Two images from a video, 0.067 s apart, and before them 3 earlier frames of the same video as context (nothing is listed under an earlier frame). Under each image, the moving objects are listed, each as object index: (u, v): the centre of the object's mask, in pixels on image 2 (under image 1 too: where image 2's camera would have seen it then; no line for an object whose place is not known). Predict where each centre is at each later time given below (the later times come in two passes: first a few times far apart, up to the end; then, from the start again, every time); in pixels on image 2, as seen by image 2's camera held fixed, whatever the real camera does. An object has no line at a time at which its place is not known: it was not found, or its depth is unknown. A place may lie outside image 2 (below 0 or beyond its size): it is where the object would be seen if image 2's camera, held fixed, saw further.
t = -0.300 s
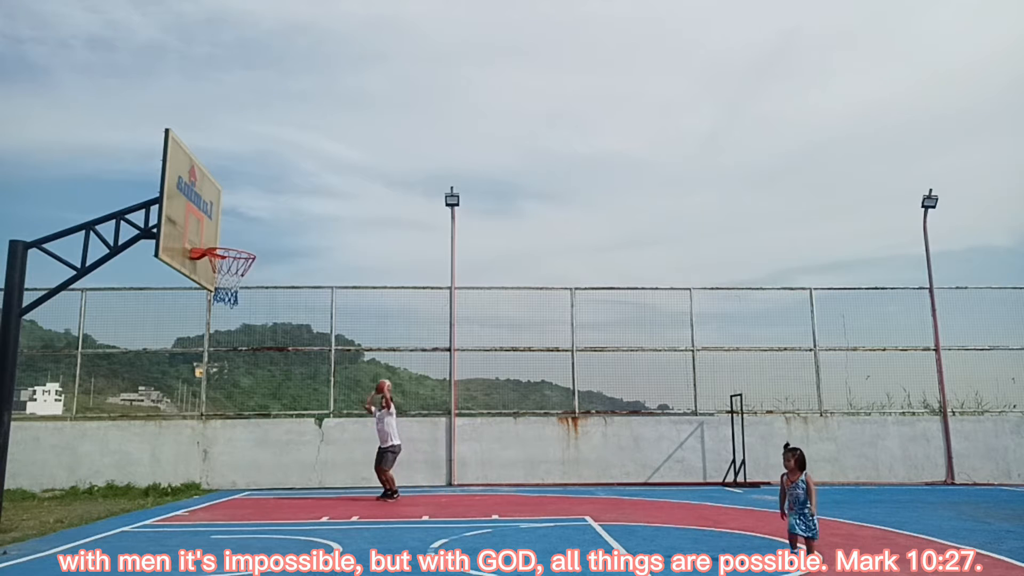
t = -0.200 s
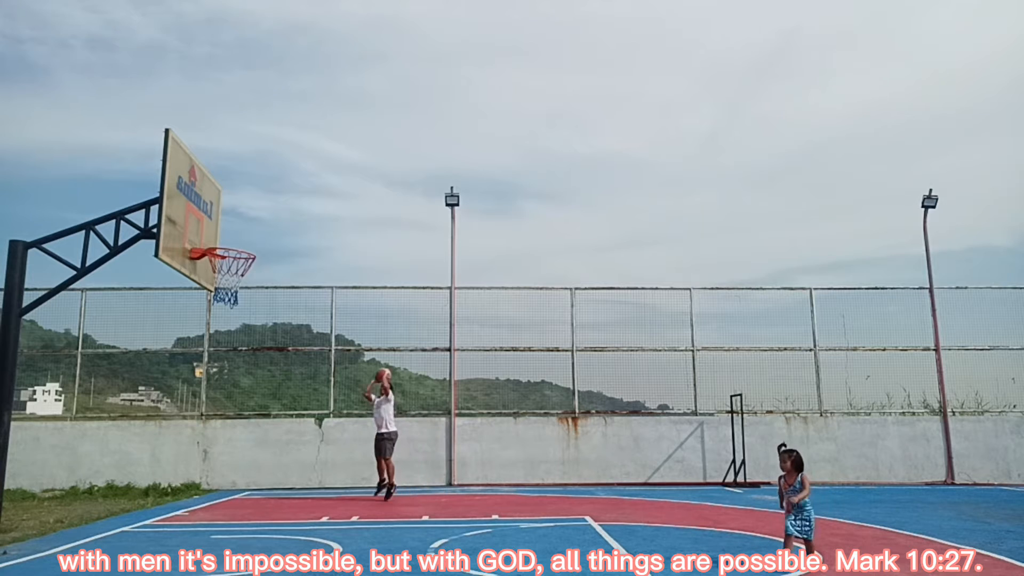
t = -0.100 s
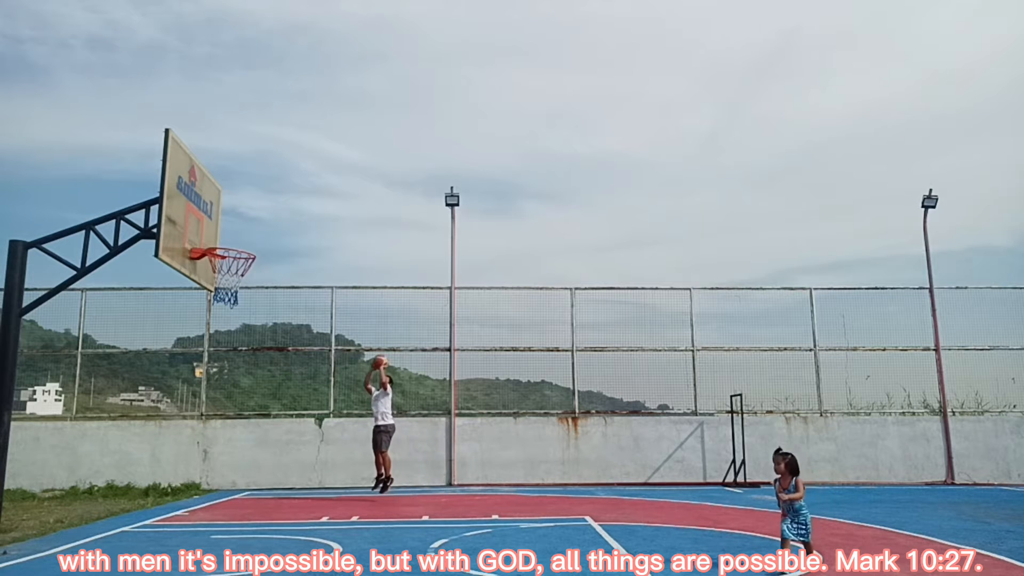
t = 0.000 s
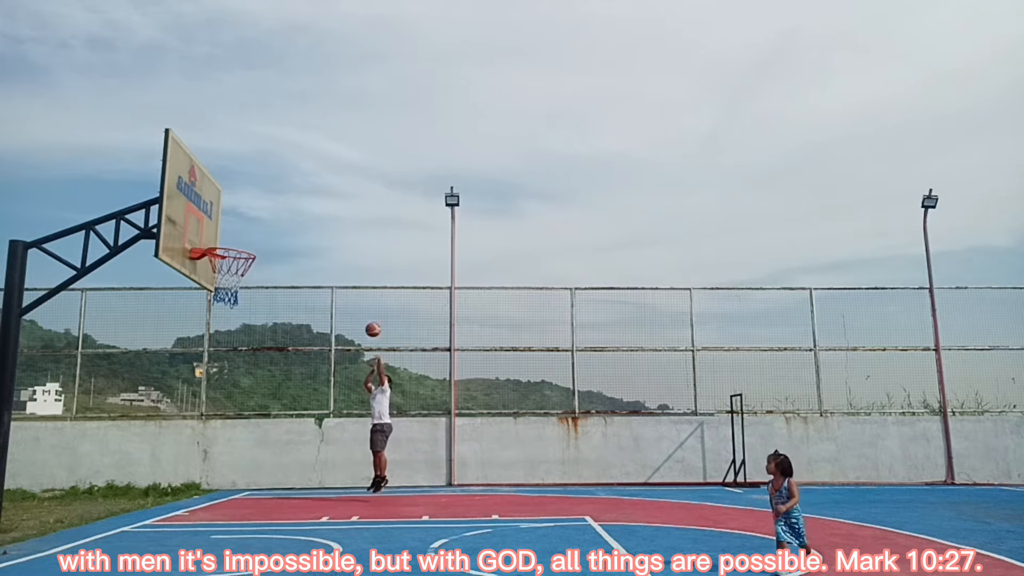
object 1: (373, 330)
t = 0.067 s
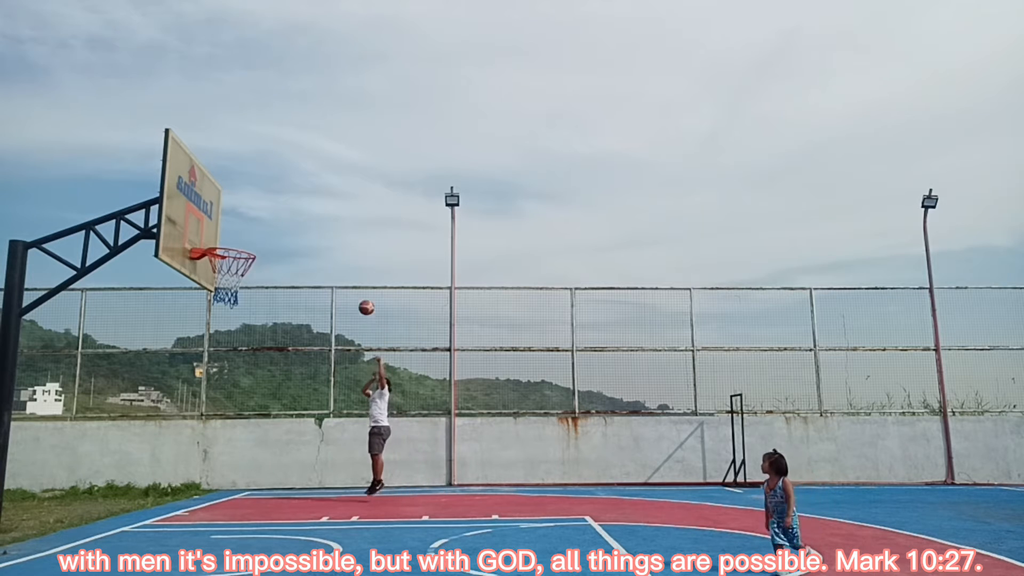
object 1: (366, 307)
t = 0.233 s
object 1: (348, 260)
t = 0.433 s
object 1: (323, 222)
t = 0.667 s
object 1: (285, 208)
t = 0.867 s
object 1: (244, 232)
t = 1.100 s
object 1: (234, 268)
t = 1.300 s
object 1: (236, 283)
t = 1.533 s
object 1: (237, 341)
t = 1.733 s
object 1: (233, 434)
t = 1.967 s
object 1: (230, 500)
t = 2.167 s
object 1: (232, 422)
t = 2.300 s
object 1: (232, 391)
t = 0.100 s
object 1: (363, 297)
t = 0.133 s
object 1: (359, 287)
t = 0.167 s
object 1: (356, 278)
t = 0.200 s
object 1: (352, 269)
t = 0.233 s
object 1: (348, 260)
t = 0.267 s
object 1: (344, 252)
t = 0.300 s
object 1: (340, 245)
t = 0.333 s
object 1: (336, 239)
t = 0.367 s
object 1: (332, 232)
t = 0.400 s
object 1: (327, 227)
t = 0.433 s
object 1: (323, 222)
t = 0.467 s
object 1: (318, 218)
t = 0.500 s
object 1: (313, 214)
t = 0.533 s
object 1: (308, 211)
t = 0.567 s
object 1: (303, 209)
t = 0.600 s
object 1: (297, 208)
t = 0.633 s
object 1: (291, 208)
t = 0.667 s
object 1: (285, 208)
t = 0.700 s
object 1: (279, 210)
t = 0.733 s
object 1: (273, 212)
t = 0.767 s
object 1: (266, 215)
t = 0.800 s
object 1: (259, 220)
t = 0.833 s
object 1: (252, 225)
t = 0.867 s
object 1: (244, 232)
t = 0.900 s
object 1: (236, 240)
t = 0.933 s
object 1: (228, 249)
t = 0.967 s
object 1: (229, 257)
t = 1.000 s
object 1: (230, 266)
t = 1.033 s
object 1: (232, 270)
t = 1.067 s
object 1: (231, 270)
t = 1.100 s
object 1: (234, 268)
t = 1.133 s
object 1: (234, 273)
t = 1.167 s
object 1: (234, 273)
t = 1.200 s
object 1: (233, 275)
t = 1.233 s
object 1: (235, 277)
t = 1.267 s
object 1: (235, 280)
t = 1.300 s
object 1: (236, 283)
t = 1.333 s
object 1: (236, 289)
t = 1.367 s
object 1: (236, 295)
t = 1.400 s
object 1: (236, 302)
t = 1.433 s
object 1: (236, 310)
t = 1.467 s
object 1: (236, 319)
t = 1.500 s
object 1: (236, 329)
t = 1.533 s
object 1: (237, 341)
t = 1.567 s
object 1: (236, 353)
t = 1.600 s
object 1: (236, 367)
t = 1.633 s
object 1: (236, 382)
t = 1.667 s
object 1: (235, 398)
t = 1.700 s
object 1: (234, 415)
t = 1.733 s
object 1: (233, 434)
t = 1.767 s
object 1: (232, 453)
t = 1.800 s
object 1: (231, 475)
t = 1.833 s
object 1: (230, 497)
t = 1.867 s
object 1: (229, 521)
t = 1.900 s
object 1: (228, 535)
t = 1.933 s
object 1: (229, 517)
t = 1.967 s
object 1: (230, 500)
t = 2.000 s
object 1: (230, 484)
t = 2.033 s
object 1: (230, 469)
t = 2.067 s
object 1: (231, 456)
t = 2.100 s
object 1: (231, 443)
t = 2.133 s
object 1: (231, 432)
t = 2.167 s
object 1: (232, 422)
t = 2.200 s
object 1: (232, 412)
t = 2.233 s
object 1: (232, 404)
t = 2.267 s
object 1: (232, 397)
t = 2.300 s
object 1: (232, 391)
